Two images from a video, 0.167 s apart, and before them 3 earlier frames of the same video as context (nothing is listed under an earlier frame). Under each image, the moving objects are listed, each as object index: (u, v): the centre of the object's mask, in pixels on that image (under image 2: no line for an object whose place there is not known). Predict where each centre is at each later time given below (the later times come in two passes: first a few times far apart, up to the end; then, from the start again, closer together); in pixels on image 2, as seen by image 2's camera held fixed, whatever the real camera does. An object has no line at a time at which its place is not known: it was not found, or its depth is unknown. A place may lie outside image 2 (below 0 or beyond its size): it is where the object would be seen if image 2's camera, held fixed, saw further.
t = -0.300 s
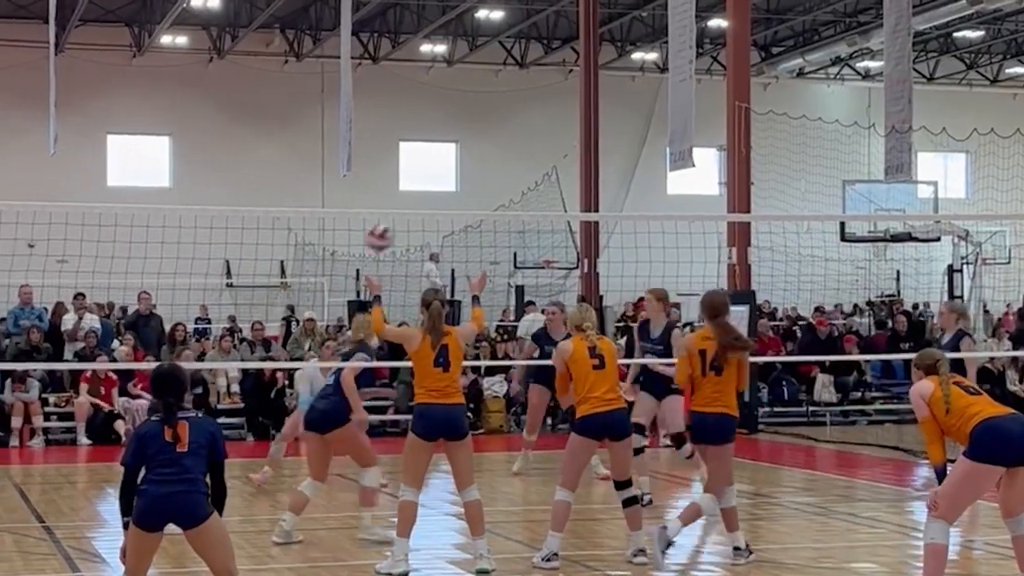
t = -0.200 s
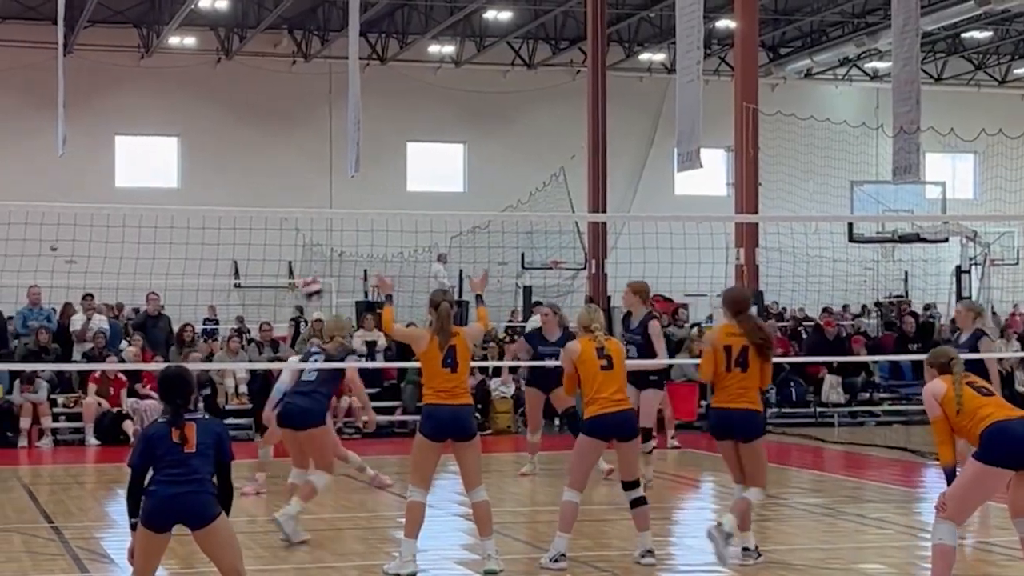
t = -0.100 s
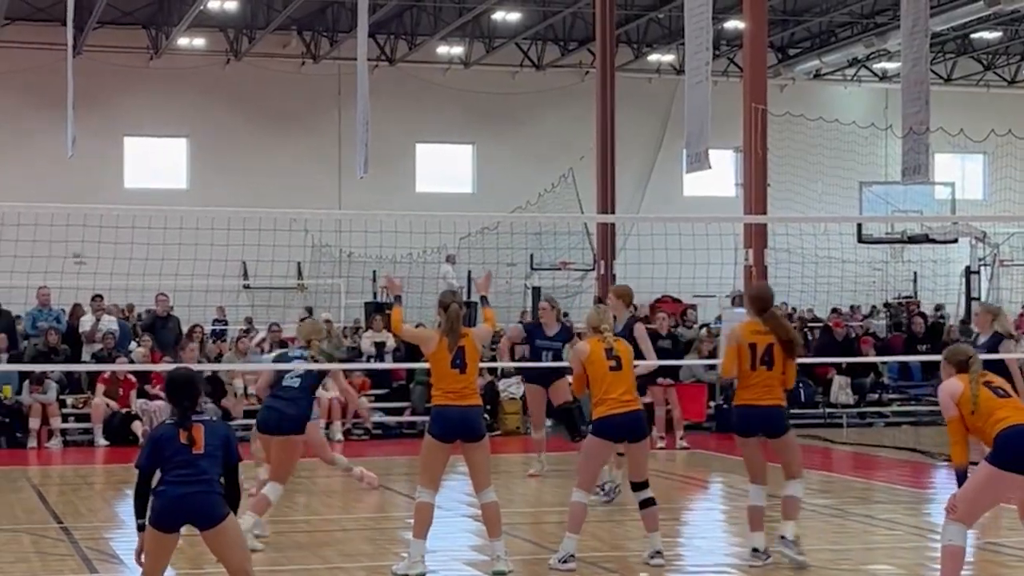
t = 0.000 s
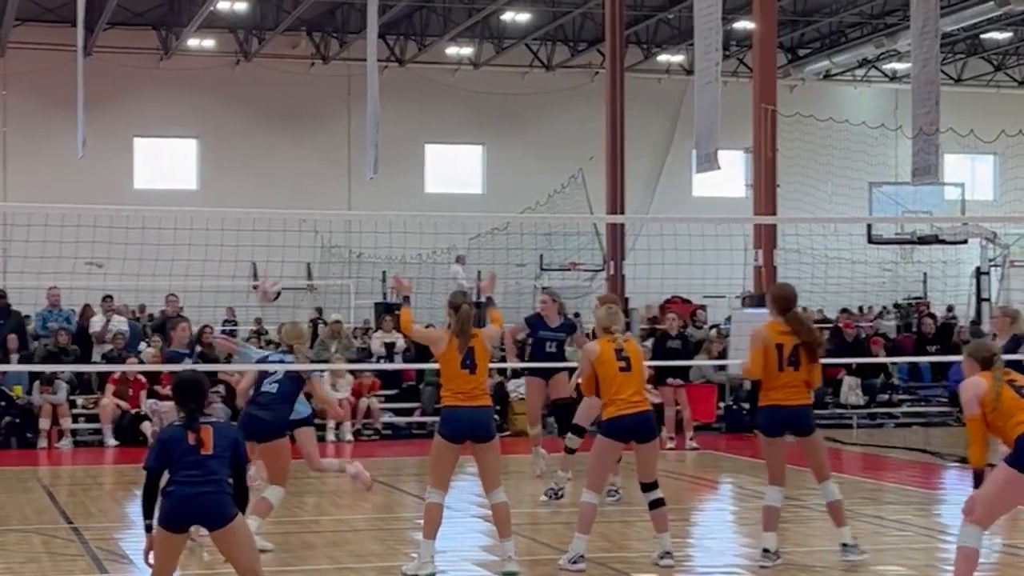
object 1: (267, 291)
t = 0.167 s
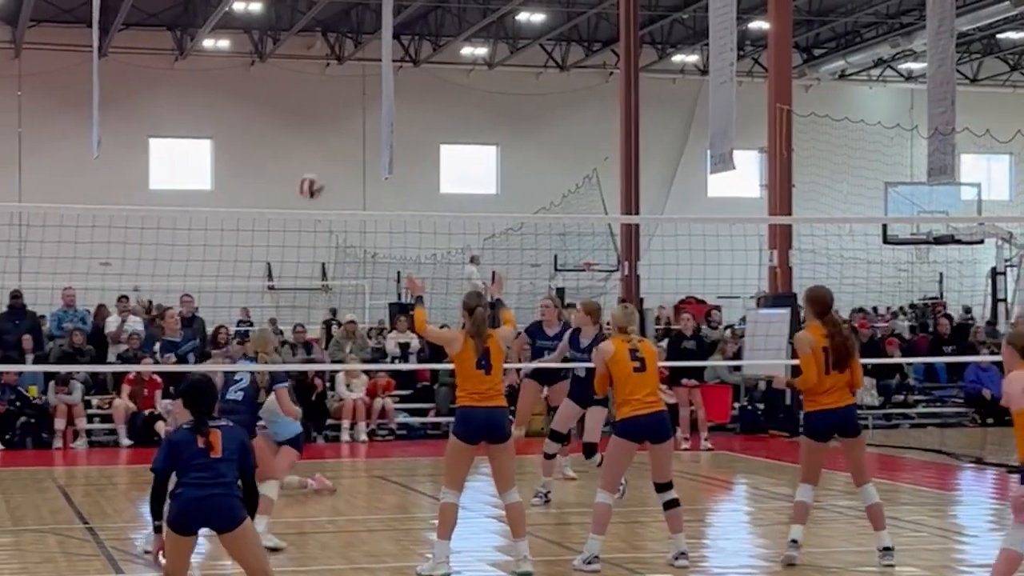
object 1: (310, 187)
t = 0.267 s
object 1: (329, 136)
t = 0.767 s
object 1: (427, 60)
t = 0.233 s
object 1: (323, 152)
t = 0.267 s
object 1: (329, 136)
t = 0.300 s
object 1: (335, 122)
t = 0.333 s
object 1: (342, 109)
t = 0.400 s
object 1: (353, 88)
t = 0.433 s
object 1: (359, 78)
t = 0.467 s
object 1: (364, 71)
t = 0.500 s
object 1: (369, 64)
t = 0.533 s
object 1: (375, 59)
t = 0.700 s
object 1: (413, 52)
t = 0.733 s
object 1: (421, 55)
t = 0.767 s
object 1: (427, 60)
